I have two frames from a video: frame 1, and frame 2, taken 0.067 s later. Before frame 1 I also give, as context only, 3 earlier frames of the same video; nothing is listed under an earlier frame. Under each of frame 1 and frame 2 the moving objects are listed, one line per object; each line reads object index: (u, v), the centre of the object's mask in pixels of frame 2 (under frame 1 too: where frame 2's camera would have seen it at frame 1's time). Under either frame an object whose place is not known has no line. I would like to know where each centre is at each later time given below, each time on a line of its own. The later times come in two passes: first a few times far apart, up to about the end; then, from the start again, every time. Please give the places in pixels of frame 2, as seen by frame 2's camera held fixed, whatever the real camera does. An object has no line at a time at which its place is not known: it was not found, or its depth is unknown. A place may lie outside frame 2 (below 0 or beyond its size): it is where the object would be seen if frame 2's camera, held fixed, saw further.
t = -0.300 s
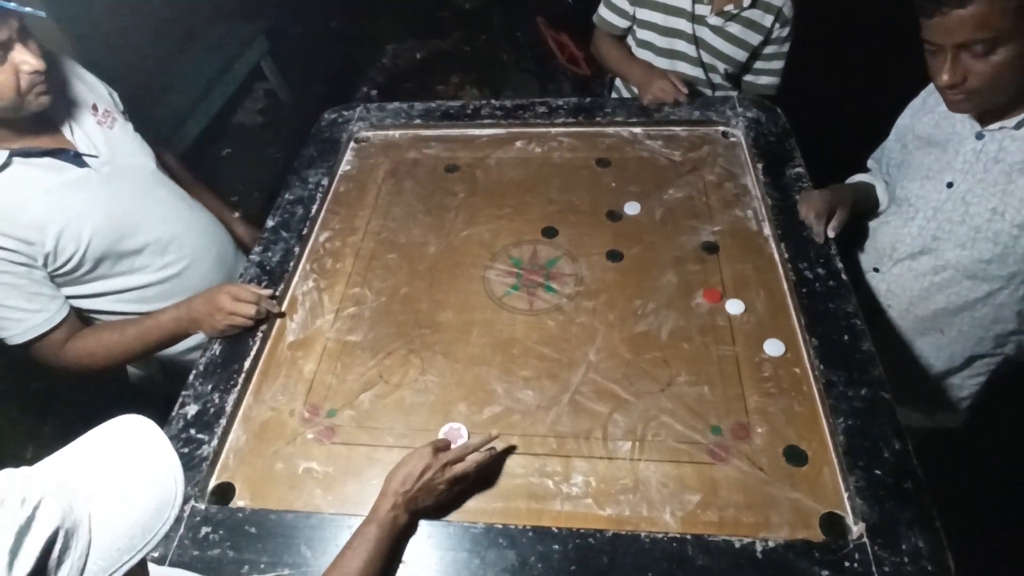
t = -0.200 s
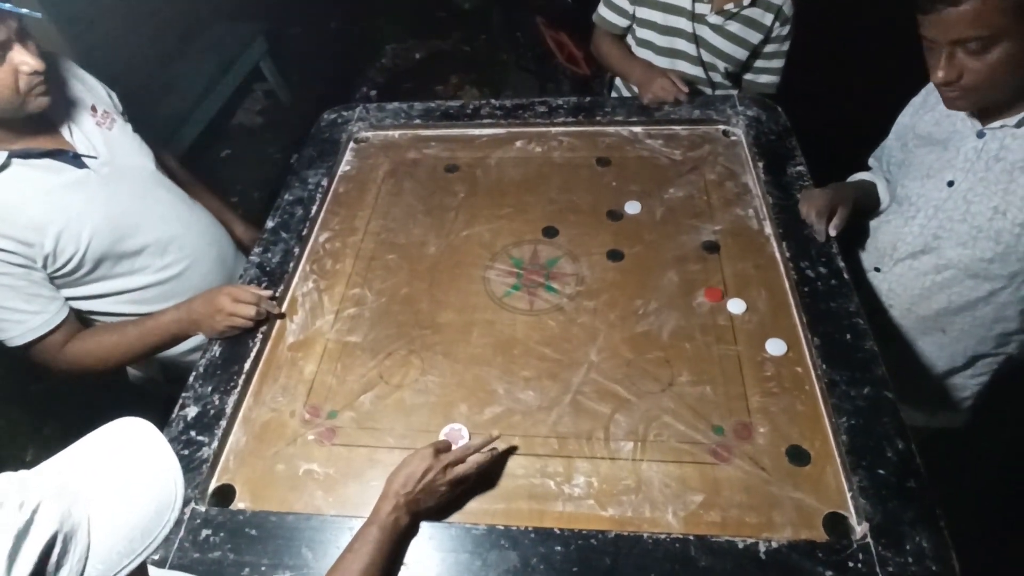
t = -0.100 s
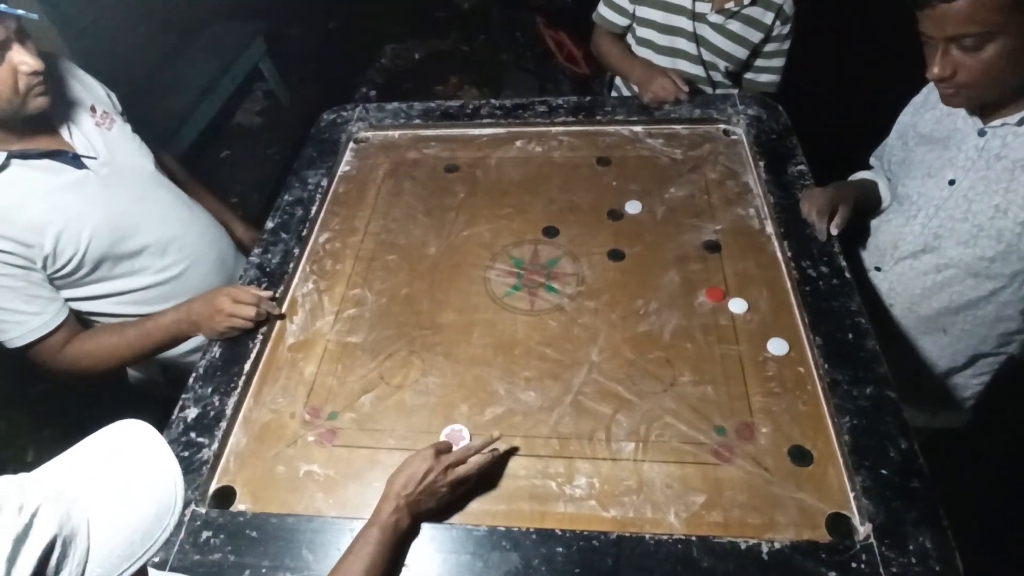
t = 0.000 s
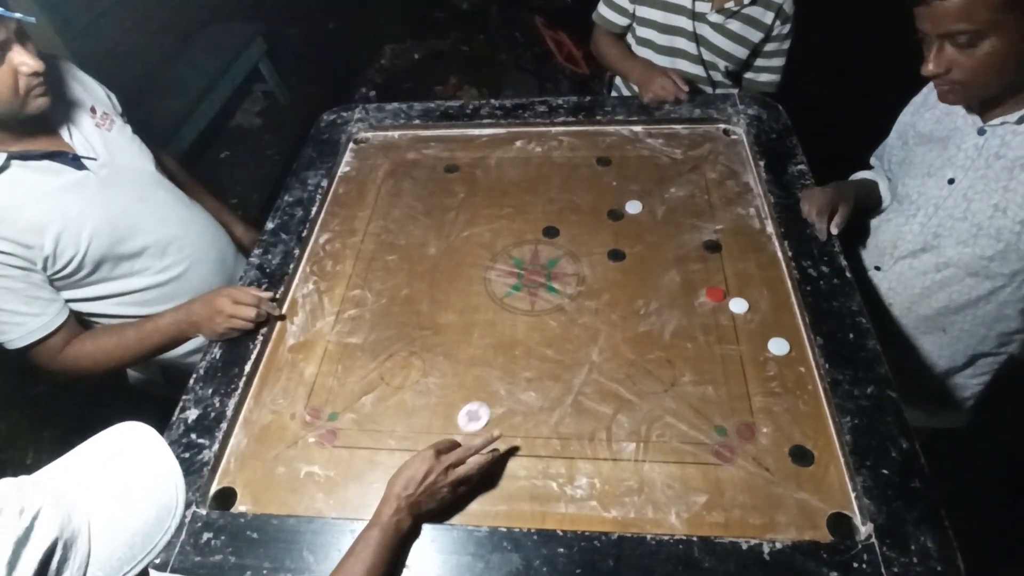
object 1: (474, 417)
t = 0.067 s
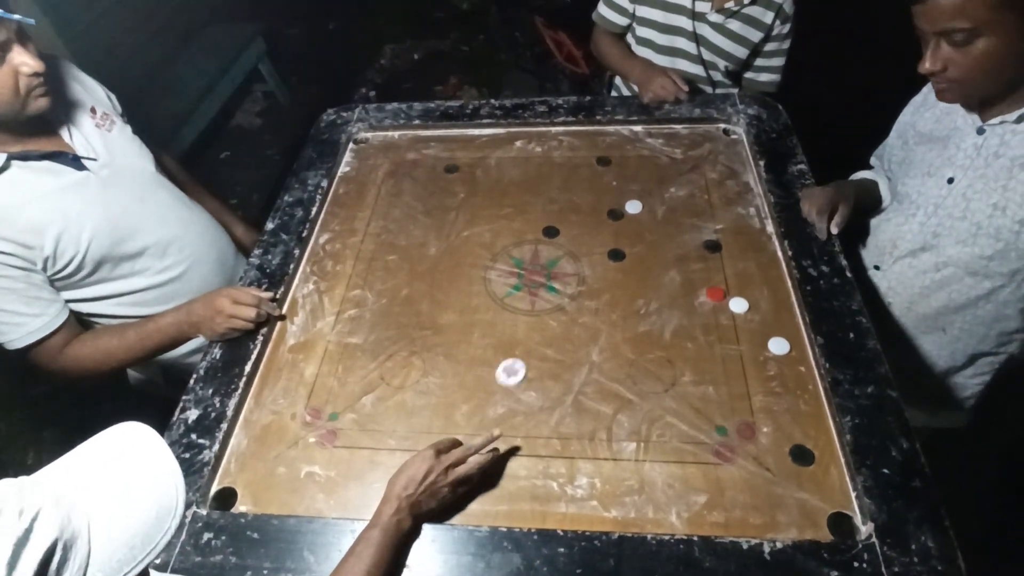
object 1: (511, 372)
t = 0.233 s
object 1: (582, 286)
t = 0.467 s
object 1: (609, 239)
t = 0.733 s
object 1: (614, 227)
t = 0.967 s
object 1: (614, 227)
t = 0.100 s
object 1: (527, 352)
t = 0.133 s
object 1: (542, 334)
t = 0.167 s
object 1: (556, 317)
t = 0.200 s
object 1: (569, 301)
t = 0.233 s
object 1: (582, 286)
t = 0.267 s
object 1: (594, 272)
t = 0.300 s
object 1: (601, 262)
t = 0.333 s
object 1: (602, 256)
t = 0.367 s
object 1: (604, 252)
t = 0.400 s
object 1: (605, 247)
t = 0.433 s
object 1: (607, 243)
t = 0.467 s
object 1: (609, 239)
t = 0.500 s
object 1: (610, 236)
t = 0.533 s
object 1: (611, 233)
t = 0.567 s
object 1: (612, 230)
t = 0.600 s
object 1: (613, 228)
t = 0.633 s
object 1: (613, 227)
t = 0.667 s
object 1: (614, 227)
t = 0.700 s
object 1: (614, 227)
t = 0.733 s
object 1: (614, 227)
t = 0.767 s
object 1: (614, 227)
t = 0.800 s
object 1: (614, 227)
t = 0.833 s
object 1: (614, 227)
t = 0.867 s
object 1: (614, 227)
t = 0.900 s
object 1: (614, 227)
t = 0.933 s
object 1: (614, 227)
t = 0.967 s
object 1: (614, 227)
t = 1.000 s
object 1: (614, 227)
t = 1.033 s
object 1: (614, 227)
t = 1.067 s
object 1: (614, 227)
